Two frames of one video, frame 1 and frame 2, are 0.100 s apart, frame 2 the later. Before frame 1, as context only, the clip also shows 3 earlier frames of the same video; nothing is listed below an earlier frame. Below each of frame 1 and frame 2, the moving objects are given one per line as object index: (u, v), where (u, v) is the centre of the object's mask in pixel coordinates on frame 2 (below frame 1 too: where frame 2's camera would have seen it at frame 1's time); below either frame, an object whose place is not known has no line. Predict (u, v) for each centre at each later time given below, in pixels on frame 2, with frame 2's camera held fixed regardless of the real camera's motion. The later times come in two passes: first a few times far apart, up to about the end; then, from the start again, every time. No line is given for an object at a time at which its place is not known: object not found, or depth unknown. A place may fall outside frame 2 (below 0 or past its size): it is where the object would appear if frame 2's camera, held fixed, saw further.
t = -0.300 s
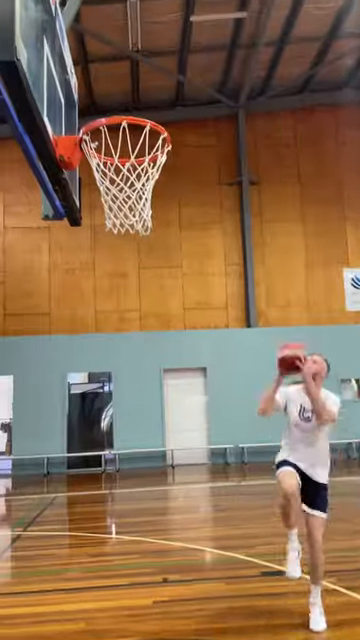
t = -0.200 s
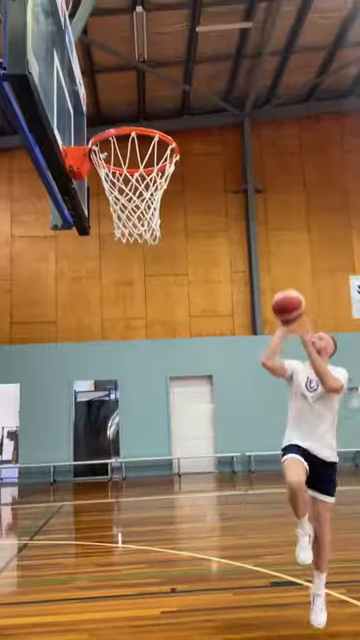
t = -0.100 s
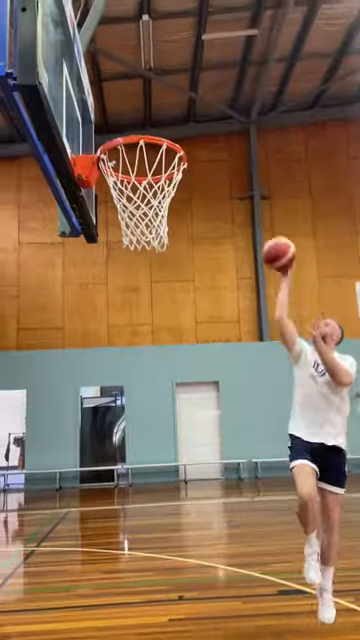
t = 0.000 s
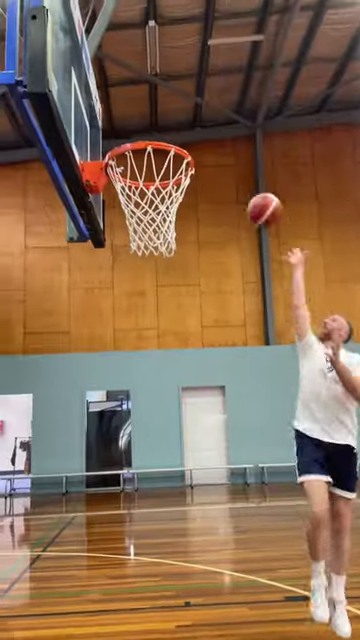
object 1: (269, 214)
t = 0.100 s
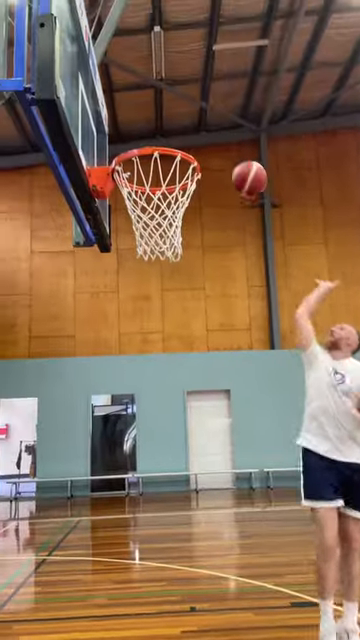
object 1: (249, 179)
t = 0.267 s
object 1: (214, 145)
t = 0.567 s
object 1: (143, 181)
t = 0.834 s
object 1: (131, 251)
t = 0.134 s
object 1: (242, 169)
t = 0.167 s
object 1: (235, 161)
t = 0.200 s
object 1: (228, 154)
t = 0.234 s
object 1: (221, 149)
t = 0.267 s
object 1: (214, 145)
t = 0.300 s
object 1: (206, 142)
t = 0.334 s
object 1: (199, 140)
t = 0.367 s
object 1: (192, 139)
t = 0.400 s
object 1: (184, 139)
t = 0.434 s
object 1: (177, 141)
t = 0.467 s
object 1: (169, 147)
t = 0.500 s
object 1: (158, 160)
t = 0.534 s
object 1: (150, 171)
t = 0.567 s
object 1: (143, 181)
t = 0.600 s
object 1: (132, 195)
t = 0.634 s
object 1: (126, 203)
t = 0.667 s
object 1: (124, 214)
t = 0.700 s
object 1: (130, 234)
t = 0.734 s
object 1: (126, 230)
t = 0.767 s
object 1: (130, 232)
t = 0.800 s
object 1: (131, 241)
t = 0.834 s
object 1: (131, 251)
